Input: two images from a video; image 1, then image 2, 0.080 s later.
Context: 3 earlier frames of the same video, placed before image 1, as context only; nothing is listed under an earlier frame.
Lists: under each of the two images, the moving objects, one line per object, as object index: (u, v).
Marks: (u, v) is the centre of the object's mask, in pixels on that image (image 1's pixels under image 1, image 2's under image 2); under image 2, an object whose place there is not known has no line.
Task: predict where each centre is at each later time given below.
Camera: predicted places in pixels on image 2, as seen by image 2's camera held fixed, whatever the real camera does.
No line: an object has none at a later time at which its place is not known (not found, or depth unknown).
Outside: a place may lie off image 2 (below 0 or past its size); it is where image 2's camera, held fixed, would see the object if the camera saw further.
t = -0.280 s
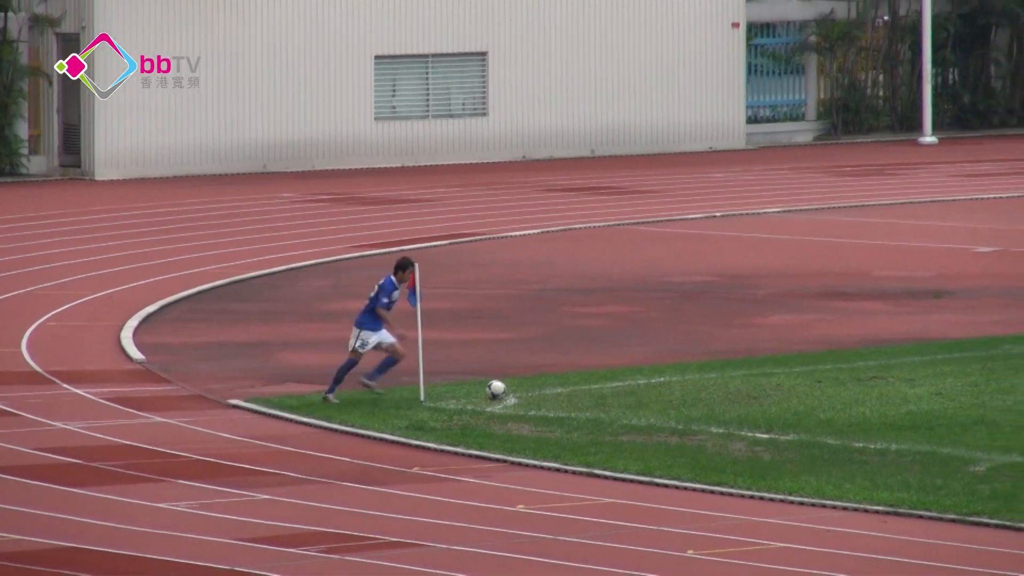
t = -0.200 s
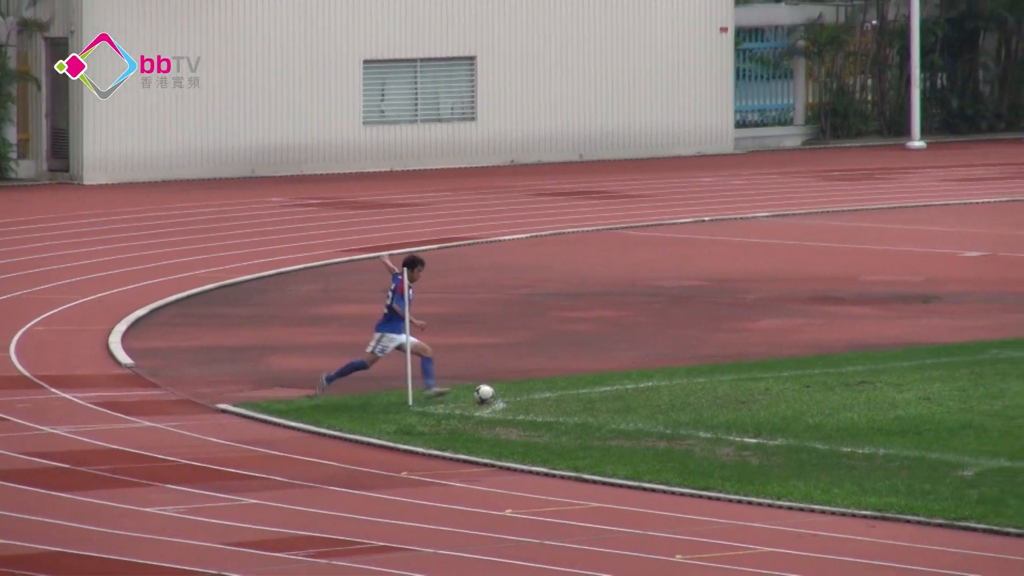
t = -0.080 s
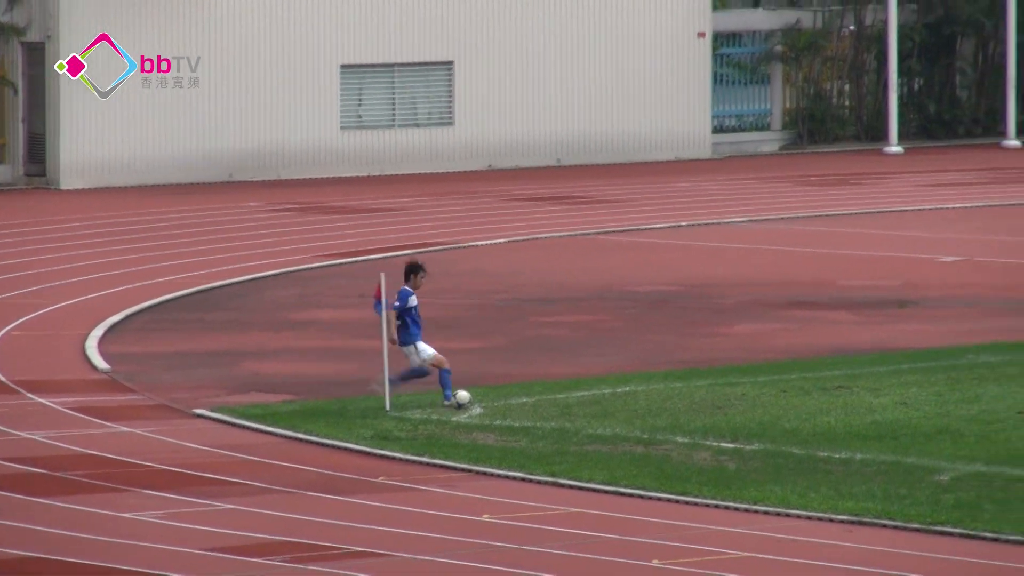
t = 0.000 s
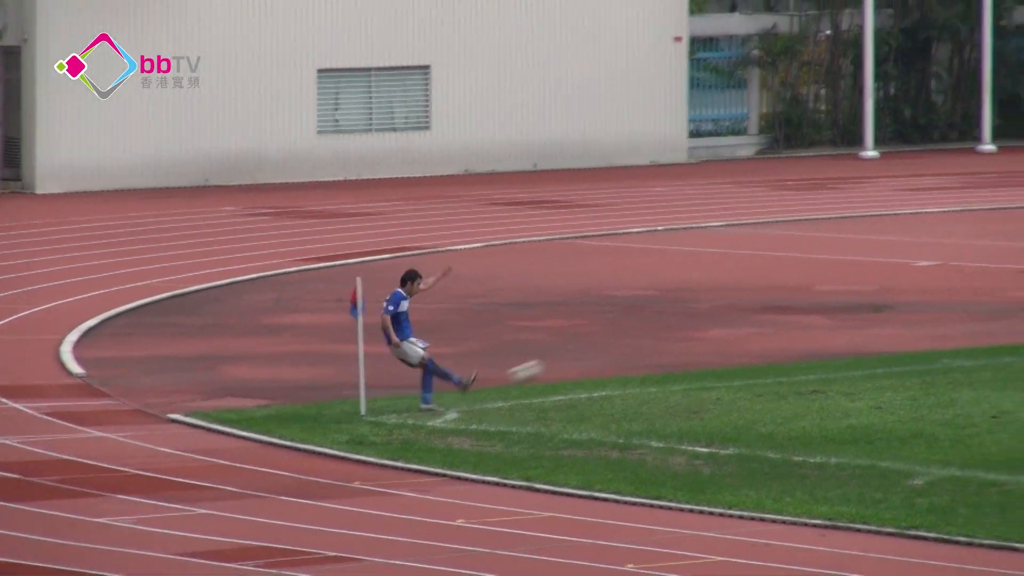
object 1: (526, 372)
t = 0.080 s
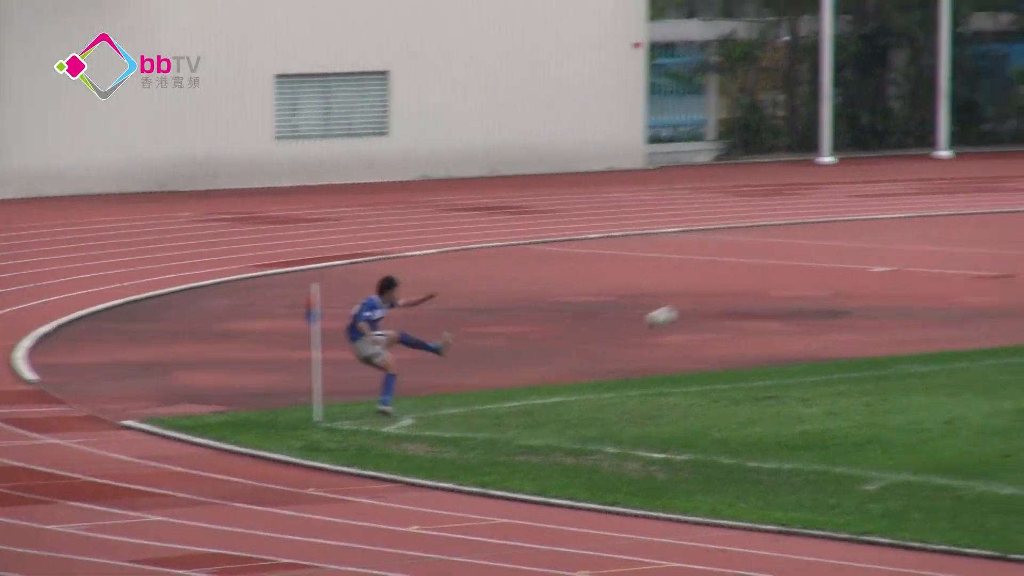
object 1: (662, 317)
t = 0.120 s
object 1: (747, 289)
